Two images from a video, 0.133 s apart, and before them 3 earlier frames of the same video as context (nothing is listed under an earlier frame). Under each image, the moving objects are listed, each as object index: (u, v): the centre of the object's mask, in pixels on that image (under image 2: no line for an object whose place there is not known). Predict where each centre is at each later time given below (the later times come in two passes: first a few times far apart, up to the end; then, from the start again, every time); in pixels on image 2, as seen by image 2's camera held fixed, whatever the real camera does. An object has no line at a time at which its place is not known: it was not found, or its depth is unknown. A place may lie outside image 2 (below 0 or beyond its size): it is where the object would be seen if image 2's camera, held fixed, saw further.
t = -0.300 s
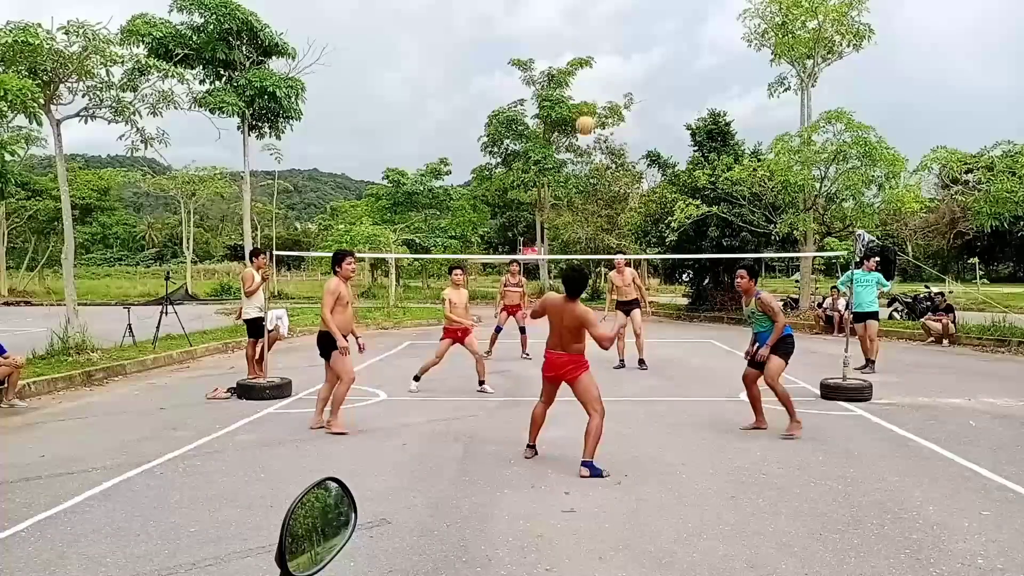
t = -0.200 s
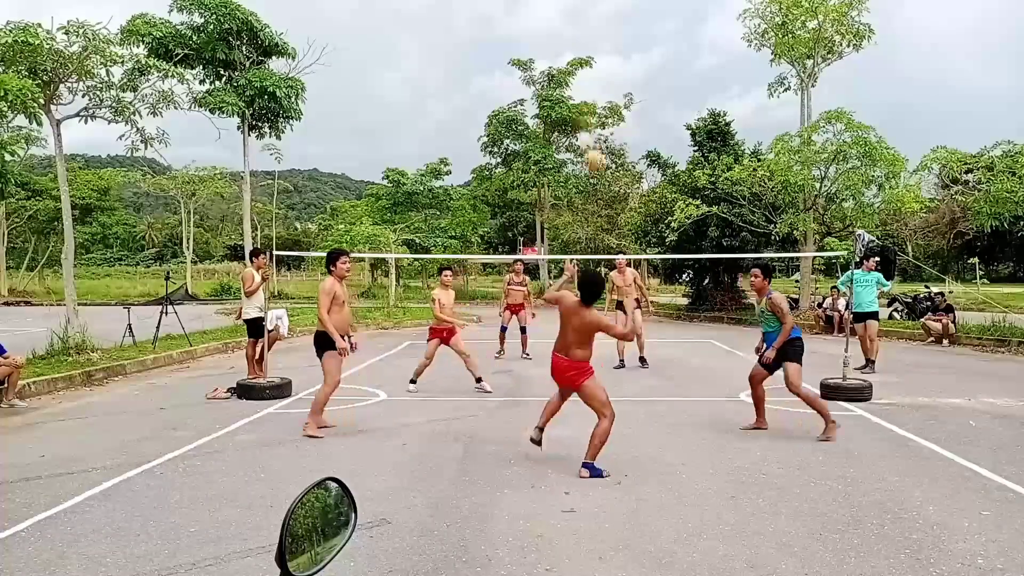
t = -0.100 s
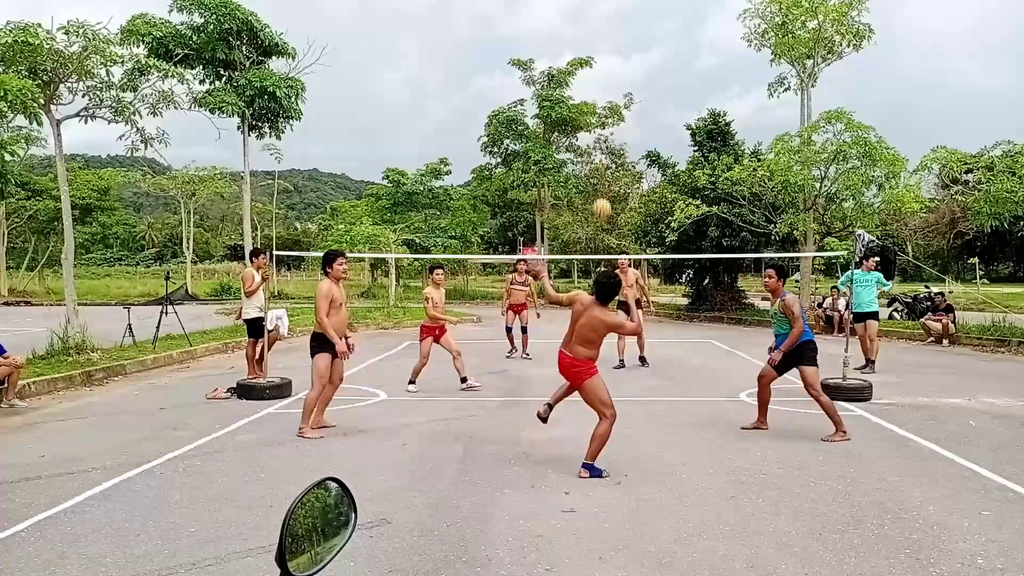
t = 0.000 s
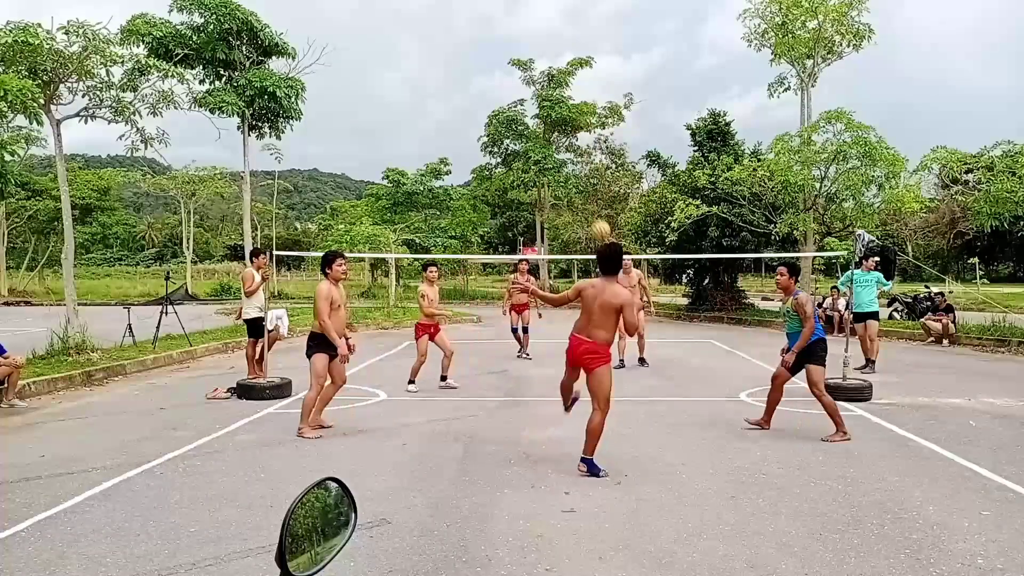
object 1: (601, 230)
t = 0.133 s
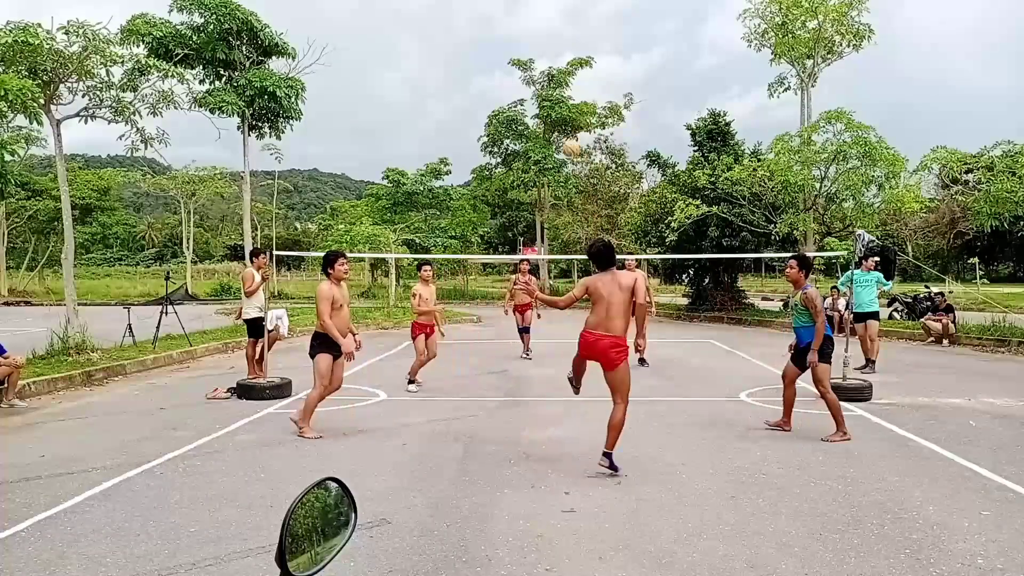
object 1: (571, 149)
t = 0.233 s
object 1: (551, 108)
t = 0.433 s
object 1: (514, 66)
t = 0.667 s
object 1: (479, 79)
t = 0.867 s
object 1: (455, 131)
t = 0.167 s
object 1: (564, 133)
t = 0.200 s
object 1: (557, 119)
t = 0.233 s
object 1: (551, 108)
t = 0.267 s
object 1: (544, 96)
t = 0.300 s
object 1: (538, 87)
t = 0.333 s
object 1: (531, 80)
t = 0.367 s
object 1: (525, 75)
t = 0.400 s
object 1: (520, 68)
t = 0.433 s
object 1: (514, 66)
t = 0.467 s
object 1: (509, 64)
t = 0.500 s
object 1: (504, 64)
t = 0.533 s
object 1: (498, 64)
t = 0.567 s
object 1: (493, 66)
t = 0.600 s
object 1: (488, 69)
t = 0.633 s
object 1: (483, 74)
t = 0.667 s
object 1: (479, 79)
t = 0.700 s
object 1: (475, 84)
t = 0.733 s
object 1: (471, 92)
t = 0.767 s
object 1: (466, 100)
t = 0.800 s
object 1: (462, 110)
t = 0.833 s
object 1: (458, 119)
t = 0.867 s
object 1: (455, 131)
